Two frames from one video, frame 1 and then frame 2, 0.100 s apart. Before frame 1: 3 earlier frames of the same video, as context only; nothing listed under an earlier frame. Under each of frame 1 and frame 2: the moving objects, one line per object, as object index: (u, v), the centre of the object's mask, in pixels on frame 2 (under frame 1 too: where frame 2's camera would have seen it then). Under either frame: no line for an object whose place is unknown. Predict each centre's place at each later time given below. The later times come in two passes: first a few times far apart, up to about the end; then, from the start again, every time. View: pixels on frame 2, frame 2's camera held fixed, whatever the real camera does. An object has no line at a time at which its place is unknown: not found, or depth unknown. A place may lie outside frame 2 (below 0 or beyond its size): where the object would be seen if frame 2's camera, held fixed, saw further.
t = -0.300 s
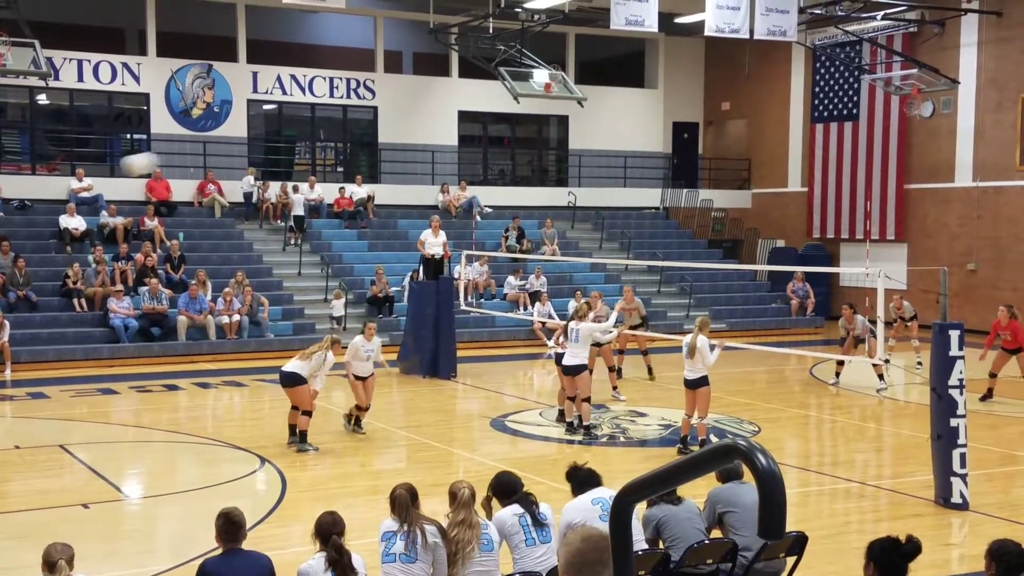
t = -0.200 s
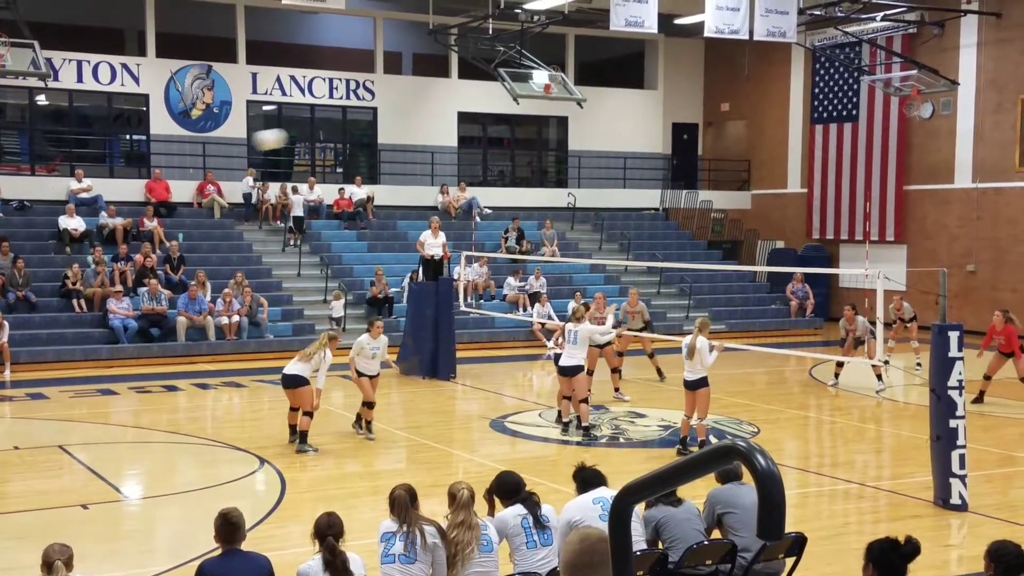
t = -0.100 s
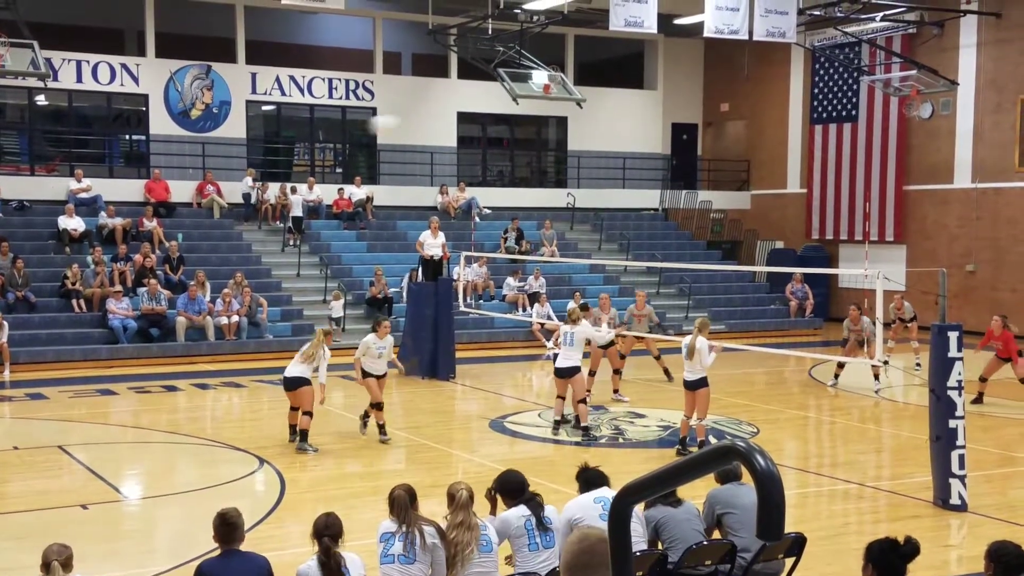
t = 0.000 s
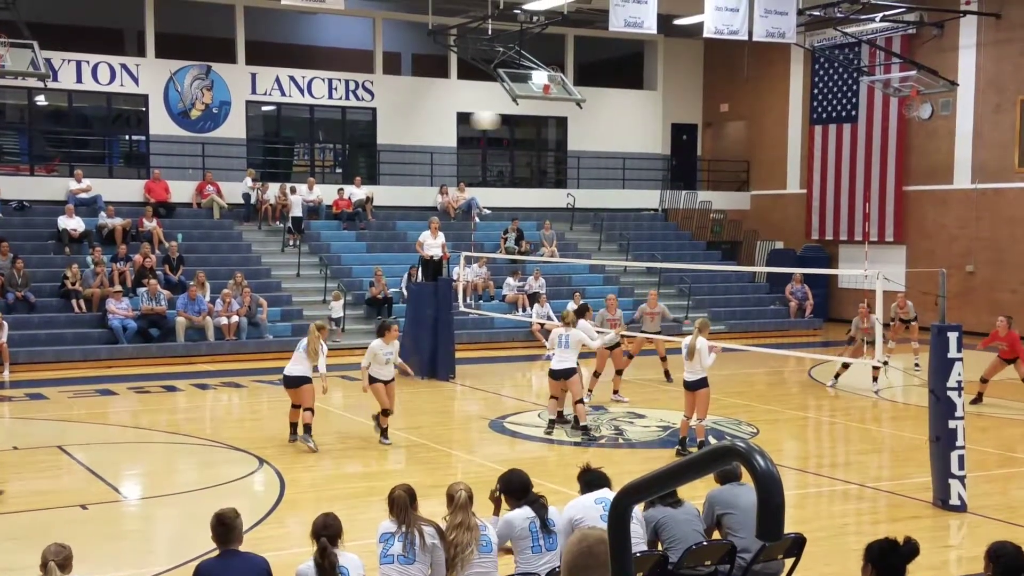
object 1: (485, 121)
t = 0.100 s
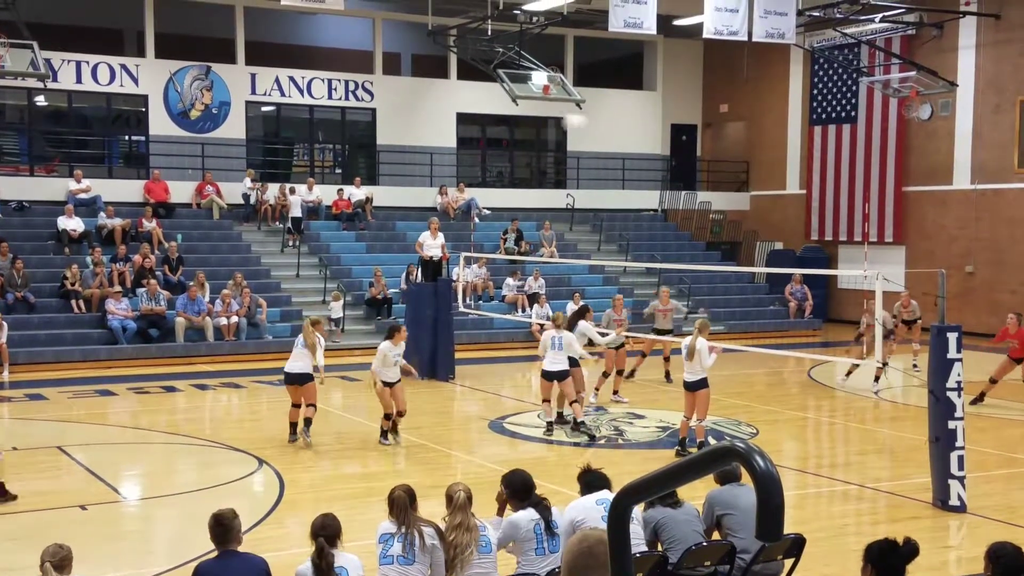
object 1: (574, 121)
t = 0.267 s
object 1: (711, 146)
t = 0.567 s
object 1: (906, 233)
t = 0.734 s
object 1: (991, 302)
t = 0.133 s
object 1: (603, 123)
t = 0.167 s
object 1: (630, 126)
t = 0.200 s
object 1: (659, 134)
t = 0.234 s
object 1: (684, 140)
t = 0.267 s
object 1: (711, 146)
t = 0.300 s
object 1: (736, 153)
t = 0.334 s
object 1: (758, 161)
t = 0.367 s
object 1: (780, 169)
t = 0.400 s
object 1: (805, 179)
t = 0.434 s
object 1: (826, 188)
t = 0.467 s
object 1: (846, 198)
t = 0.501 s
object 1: (866, 210)
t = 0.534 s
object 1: (888, 221)
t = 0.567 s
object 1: (906, 233)
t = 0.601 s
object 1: (924, 246)
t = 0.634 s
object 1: (941, 259)
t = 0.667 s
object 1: (958, 273)
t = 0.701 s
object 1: (975, 287)
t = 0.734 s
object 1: (991, 302)
